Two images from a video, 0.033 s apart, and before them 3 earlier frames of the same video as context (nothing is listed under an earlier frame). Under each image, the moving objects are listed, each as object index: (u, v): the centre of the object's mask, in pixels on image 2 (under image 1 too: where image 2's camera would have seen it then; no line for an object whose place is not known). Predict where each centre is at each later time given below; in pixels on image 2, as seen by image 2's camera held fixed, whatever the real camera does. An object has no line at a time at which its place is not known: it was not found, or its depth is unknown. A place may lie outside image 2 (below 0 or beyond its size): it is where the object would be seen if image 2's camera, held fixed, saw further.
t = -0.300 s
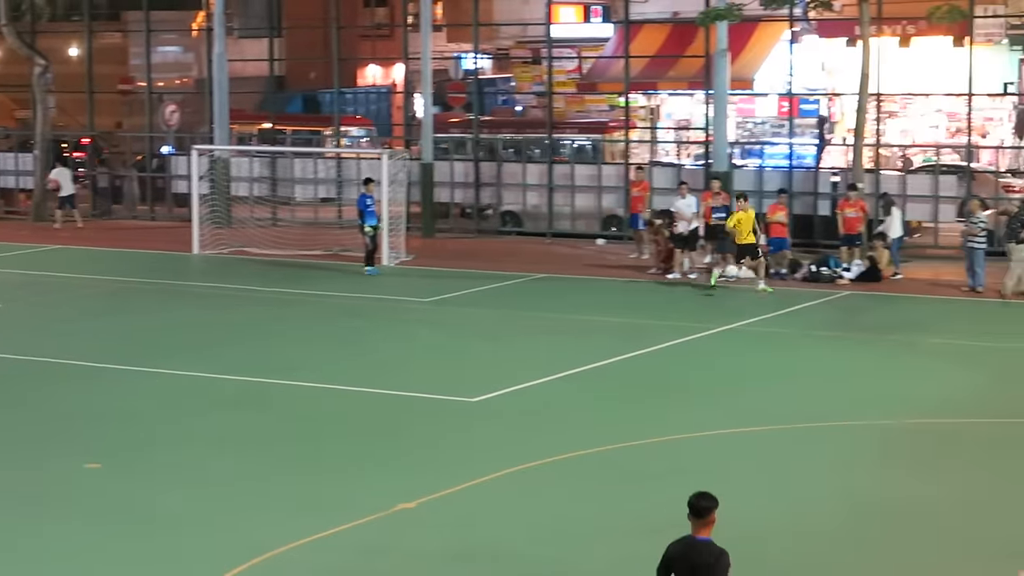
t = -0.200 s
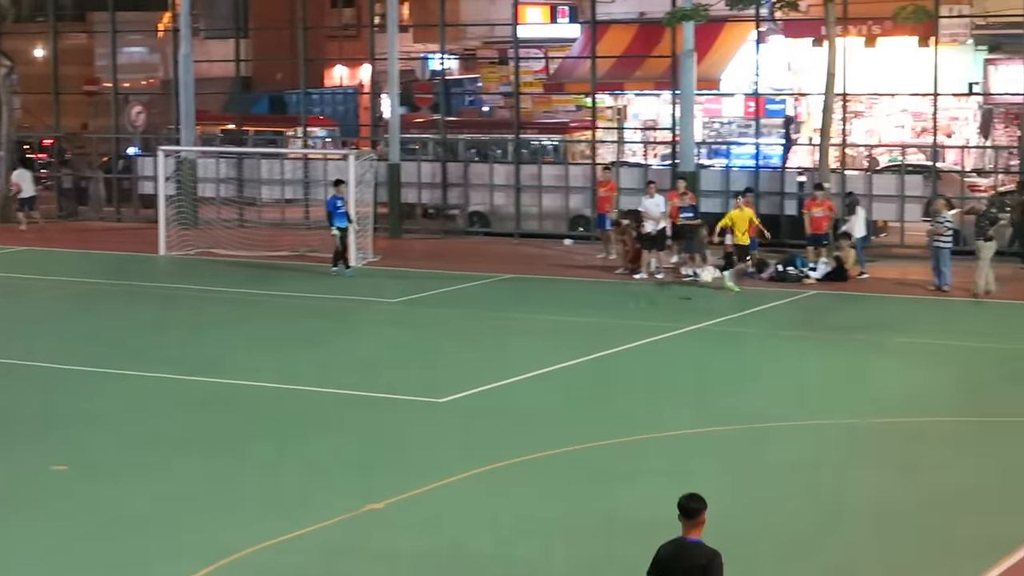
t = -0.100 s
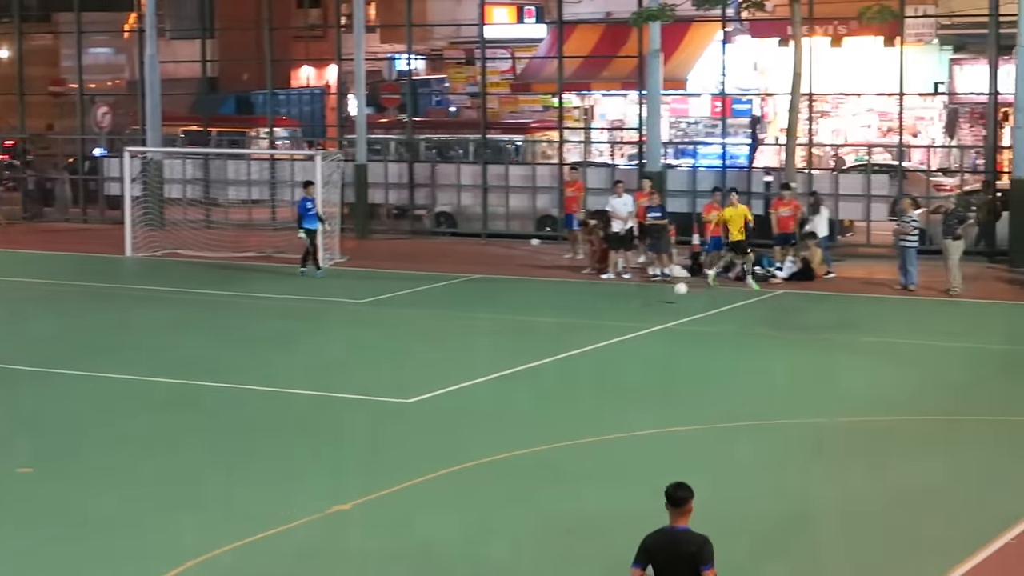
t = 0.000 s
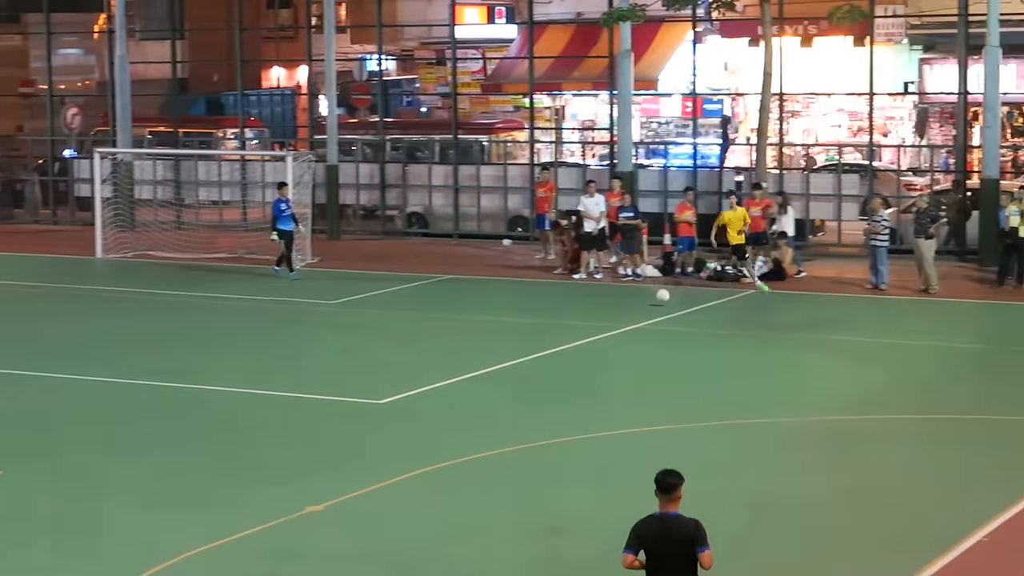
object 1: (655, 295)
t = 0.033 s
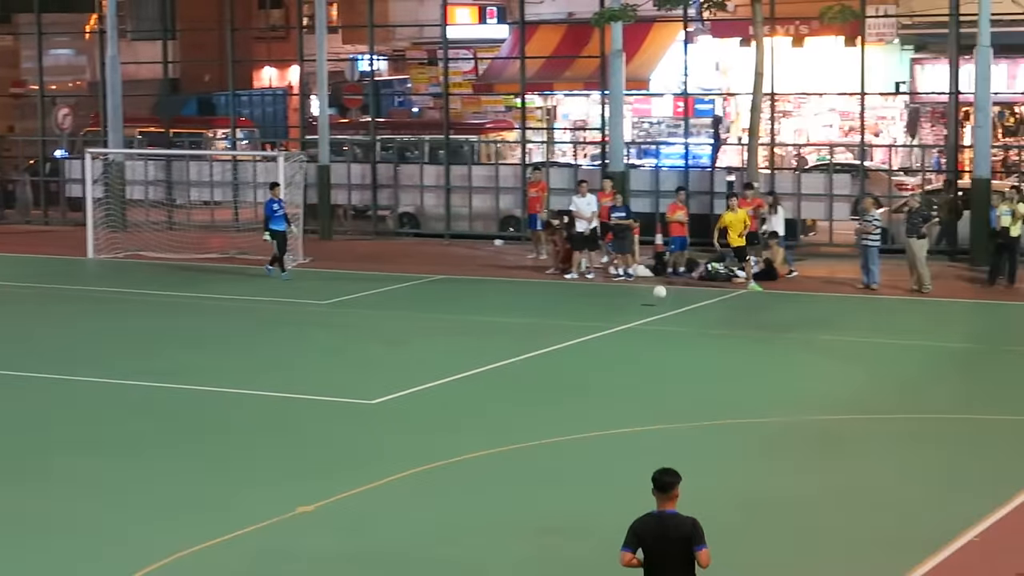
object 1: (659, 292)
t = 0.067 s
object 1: (664, 289)
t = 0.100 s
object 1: (669, 287)
